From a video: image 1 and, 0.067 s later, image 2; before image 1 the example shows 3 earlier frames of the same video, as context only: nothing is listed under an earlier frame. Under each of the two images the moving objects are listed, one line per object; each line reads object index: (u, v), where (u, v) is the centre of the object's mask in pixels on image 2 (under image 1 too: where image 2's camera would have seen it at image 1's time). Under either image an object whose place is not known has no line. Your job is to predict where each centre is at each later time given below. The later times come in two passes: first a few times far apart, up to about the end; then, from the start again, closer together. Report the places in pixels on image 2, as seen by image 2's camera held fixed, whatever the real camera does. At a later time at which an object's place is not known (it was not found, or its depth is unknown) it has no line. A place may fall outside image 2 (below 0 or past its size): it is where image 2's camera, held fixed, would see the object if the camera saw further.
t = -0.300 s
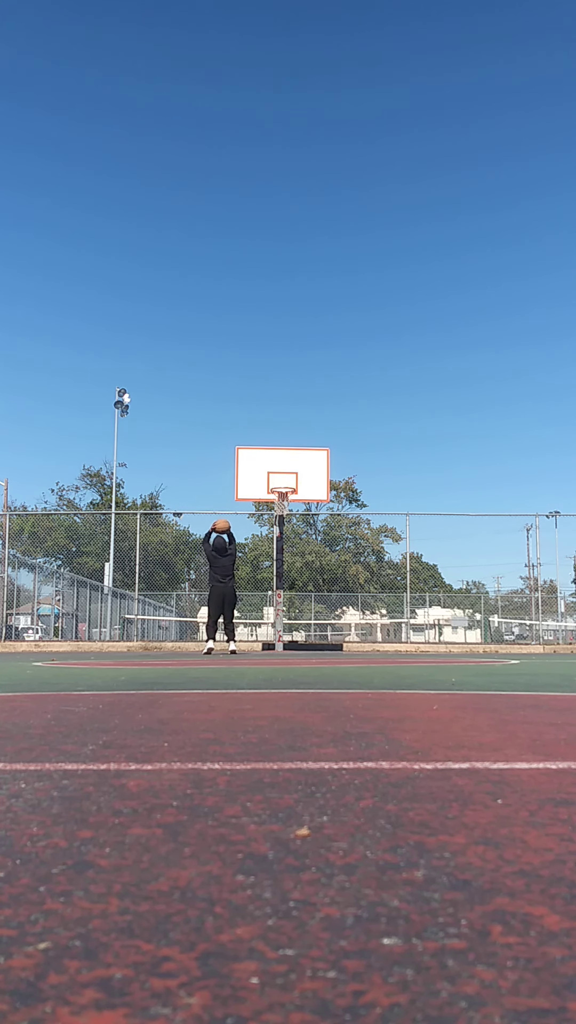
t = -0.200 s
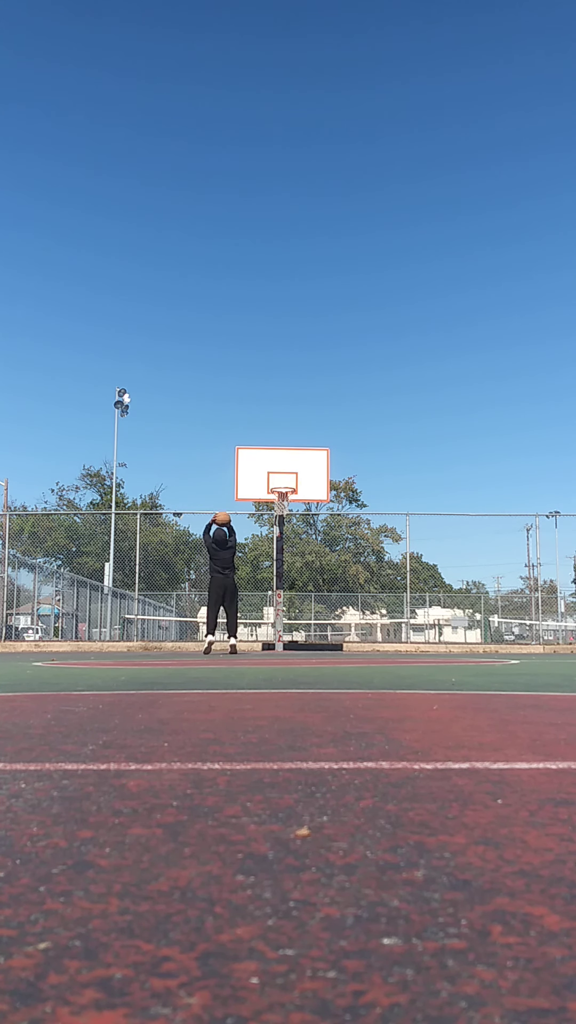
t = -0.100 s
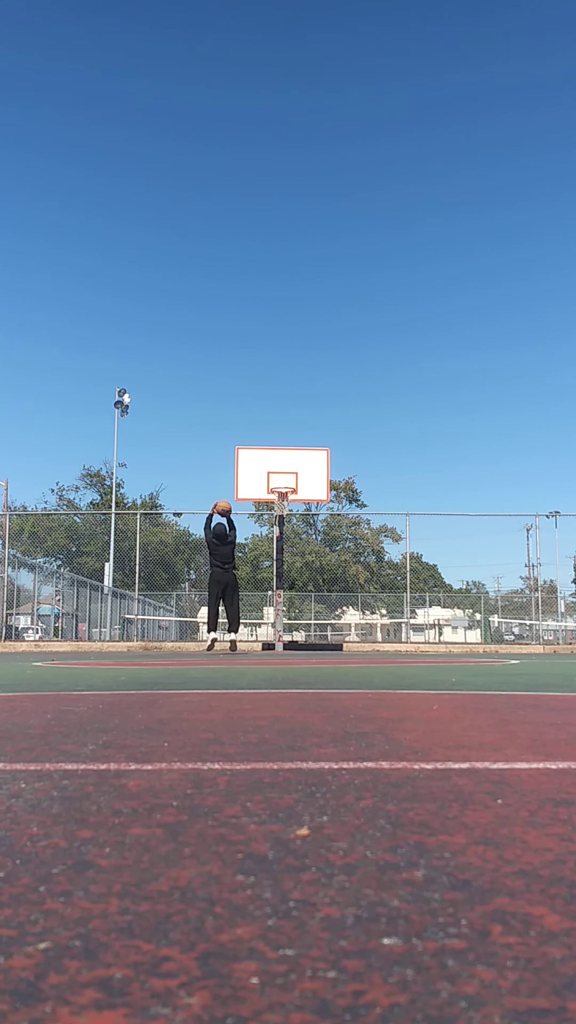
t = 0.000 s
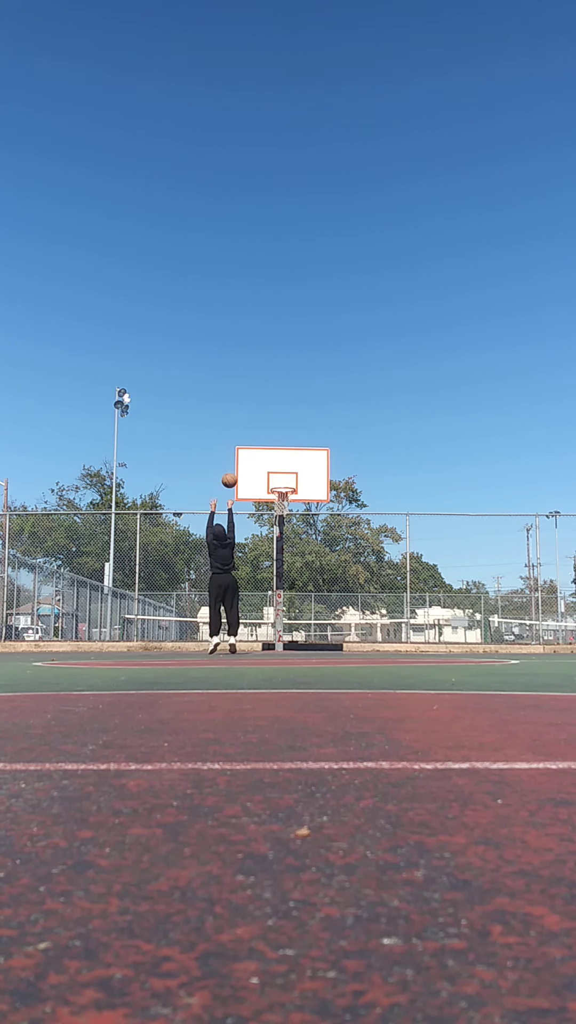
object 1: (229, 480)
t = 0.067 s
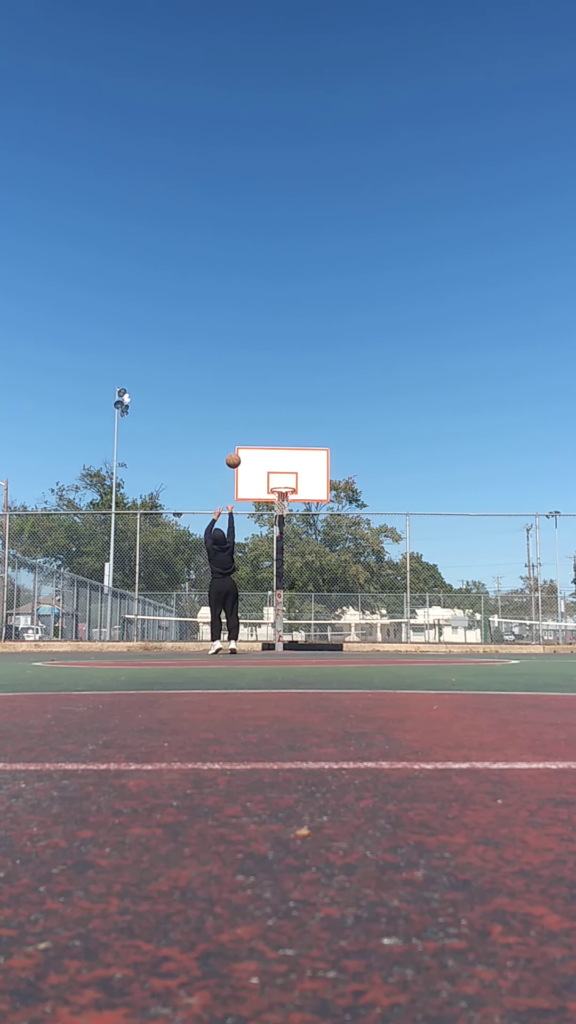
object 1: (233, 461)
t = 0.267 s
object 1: (244, 423)
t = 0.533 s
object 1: (255, 411)
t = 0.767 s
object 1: (264, 433)
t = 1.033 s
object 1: (274, 483)
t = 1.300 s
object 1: (313, 471)
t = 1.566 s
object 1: (344, 483)
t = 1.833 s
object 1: (376, 531)
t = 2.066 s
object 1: (404, 604)
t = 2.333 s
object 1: (432, 597)
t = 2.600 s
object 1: (456, 547)
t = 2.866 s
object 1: (481, 534)
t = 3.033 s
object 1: (497, 545)
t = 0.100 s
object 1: (235, 452)
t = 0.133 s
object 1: (237, 445)
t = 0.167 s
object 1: (239, 438)
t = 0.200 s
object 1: (241, 432)
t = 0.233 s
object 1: (242, 427)
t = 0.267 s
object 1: (244, 423)
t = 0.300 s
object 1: (245, 419)
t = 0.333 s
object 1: (247, 416)
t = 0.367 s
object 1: (248, 414)
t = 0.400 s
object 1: (250, 412)
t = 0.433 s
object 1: (251, 411)
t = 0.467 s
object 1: (253, 411)
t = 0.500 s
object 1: (254, 411)
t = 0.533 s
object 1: (255, 411)
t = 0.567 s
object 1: (257, 413)
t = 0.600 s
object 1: (258, 415)
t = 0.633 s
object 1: (259, 417)
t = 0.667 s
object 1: (261, 421)
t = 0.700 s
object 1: (262, 424)
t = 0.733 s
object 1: (263, 428)
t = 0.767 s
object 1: (264, 433)
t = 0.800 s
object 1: (265, 438)
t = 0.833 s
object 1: (267, 443)
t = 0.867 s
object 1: (267, 450)
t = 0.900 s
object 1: (269, 456)
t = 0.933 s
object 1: (270, 463)
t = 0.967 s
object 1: (271, 471)
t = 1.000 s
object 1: (272, 478)
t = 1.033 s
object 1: (274, 483)
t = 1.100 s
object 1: (285, 478)
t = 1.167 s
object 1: (295, 475)
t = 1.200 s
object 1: (300, 474)
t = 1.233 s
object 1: (305, 473)
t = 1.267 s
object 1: (309, 472)
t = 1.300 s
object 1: (313, 471)
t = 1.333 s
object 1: (317, 471)
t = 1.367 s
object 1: (321, 471)
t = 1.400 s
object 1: (325, 471)
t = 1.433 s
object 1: (329, 473)
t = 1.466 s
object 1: (332, 475)
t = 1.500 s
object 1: (336, 477)
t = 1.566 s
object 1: (344, 483)
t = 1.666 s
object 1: (355, 497)
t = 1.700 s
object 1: (359, 503)
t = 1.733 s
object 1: (363, 509)
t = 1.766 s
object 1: (367, 516)
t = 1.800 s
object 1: (371, 523)
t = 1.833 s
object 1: (376, 531)
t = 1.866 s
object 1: (379, 540)
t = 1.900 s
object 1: (383, 549)
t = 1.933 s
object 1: (387, 559)
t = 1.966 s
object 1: (391, 569)
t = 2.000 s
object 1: (395, 580)
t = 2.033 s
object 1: (400, 592)
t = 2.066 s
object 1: (404, 604)
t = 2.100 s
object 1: (409, 617)
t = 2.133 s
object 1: (413, 631)
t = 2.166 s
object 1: (417, 646)
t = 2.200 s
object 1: (420, 637)
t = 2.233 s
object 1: (423, 626)
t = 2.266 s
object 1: (426, 616)
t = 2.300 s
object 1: (429, 606)
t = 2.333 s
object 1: (432, 597)
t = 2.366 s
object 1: (435, 589)
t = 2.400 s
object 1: (438, 581)
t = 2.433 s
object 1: (441, 574)
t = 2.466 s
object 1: (444, 567)
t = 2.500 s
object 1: (447, 561)
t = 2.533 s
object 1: (450, 556)
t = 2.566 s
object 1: (453, 551)
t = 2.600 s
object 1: (456, 547)
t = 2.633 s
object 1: (459, 543)
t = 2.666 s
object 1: (462, 541)
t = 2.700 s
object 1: (465, 538)
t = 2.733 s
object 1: (468, 536)
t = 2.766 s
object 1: (471, 535)
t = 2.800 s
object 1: (474, 534)
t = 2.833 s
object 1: (478, 534)
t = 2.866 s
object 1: (481, 534)
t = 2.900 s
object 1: (484, 535)
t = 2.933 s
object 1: (487, 537)
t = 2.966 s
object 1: (490, 539)
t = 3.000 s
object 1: (494, 542)
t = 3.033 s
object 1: (497, 545)
